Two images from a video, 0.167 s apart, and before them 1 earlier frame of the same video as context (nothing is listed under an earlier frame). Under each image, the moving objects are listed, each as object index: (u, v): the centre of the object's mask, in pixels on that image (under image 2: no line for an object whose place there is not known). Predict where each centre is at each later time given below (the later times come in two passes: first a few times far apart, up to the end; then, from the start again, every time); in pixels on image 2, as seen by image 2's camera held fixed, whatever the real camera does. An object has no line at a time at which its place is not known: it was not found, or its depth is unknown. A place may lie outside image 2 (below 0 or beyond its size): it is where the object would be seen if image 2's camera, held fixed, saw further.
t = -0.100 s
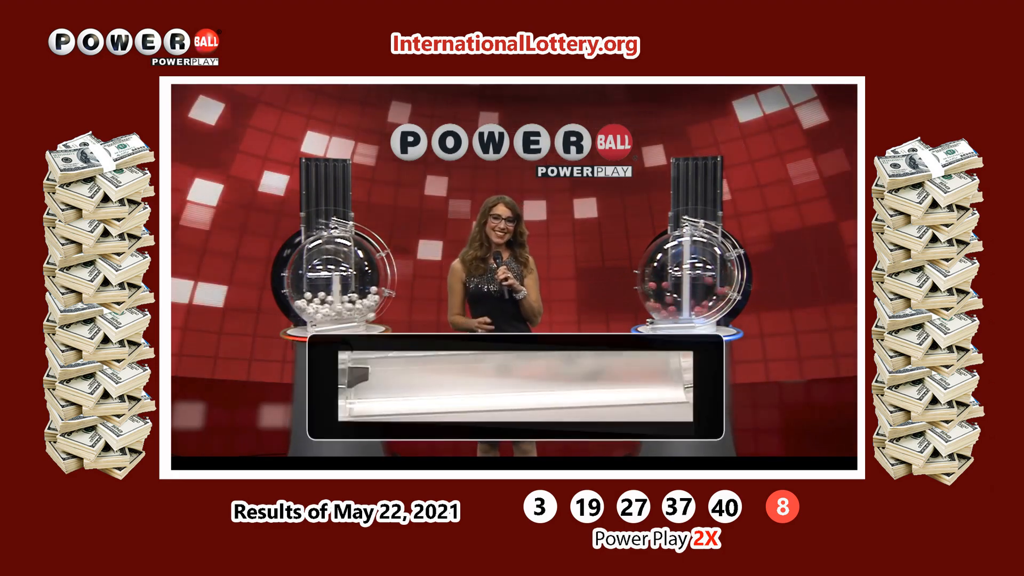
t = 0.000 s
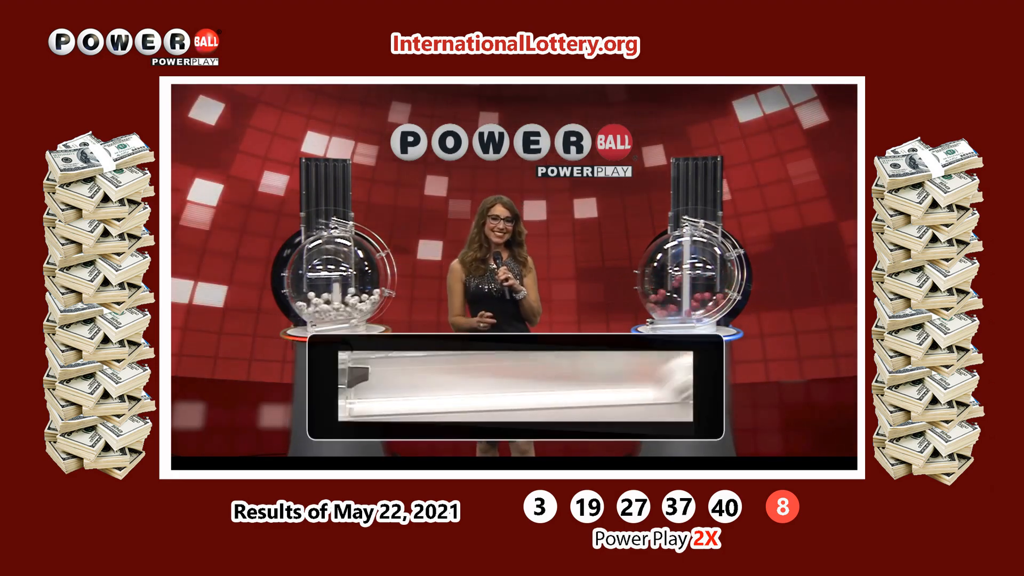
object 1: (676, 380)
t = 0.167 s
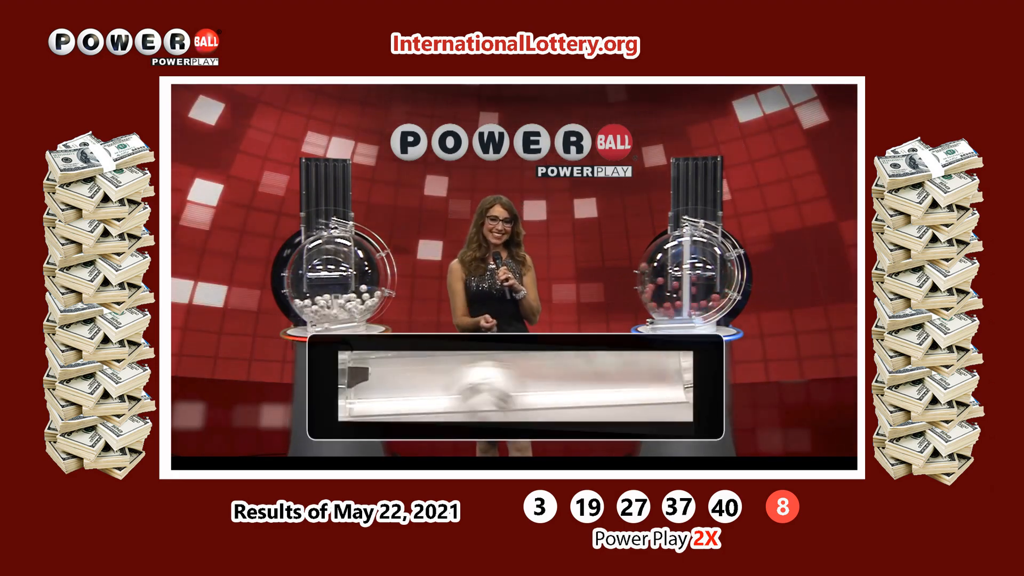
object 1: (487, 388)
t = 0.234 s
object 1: (397, 389)
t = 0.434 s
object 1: (396, 391)
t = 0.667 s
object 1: (379, 392)
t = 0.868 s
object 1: (380, 392)
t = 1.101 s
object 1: (380, 392)
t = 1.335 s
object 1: (380, 392)
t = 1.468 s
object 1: (380, 392)
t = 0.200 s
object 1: (439, 389)
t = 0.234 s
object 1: (397, 389)
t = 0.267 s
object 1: (378, 389)
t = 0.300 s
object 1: (391, 390)
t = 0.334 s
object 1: (398, 389)
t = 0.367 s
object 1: (399, 390)
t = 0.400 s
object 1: (397, 390)
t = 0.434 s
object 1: (396, 391)
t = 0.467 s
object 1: (391, 391)
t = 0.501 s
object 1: (385, 391)
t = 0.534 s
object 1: (380, 392)
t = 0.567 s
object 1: (378, 392)
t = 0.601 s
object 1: (379, 392)
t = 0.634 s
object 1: (379, 392)
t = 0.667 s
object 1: (379, 392)
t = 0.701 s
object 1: (379, 392)
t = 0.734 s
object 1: (379, 391)
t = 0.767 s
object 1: (379, 392)
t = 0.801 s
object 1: (379, 392)
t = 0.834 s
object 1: (380, 391)
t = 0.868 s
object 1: (380, 392)
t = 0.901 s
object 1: (380, 392)
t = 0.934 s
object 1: (380, 392)
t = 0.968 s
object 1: (380, 392)
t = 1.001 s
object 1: (380, 392)
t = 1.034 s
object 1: (380, 392)
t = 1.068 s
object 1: (380, 392)
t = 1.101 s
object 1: (380, 392)
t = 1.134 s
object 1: (379, 392)
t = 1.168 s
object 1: (379, 392)
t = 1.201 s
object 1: (380, 392)
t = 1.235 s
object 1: (380, 392)
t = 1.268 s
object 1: (380, 392)
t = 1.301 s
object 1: (380, 392)
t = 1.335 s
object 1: (380, 392)
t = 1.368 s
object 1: (380, 392)
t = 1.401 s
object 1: (379, 392)
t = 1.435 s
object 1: (380, 392)
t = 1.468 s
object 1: (380, 392)
